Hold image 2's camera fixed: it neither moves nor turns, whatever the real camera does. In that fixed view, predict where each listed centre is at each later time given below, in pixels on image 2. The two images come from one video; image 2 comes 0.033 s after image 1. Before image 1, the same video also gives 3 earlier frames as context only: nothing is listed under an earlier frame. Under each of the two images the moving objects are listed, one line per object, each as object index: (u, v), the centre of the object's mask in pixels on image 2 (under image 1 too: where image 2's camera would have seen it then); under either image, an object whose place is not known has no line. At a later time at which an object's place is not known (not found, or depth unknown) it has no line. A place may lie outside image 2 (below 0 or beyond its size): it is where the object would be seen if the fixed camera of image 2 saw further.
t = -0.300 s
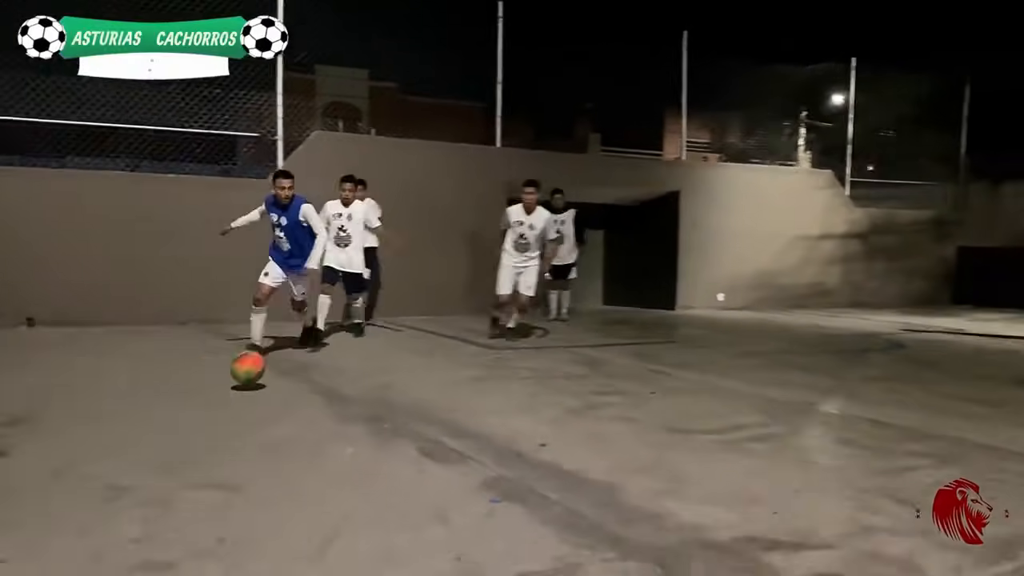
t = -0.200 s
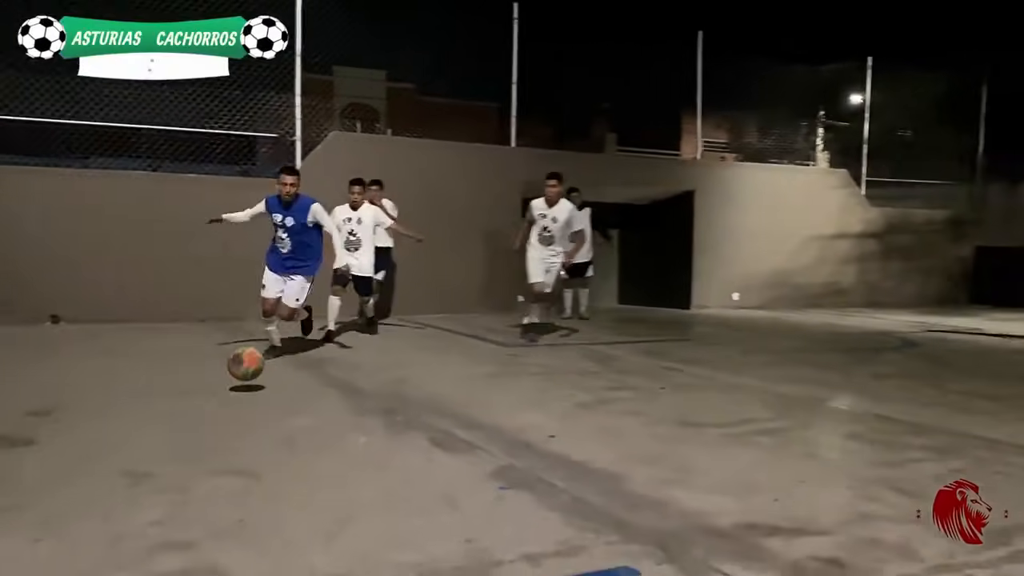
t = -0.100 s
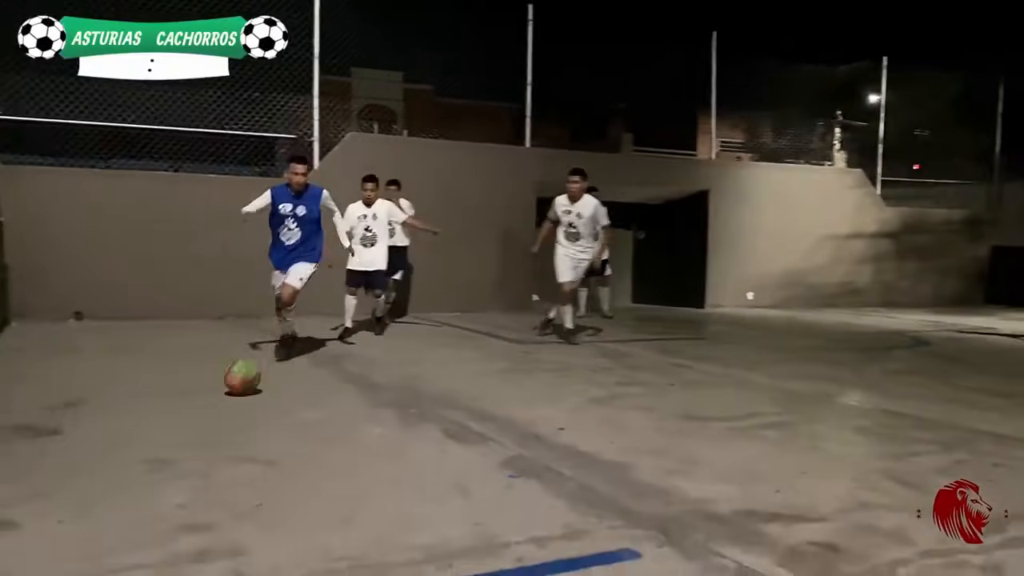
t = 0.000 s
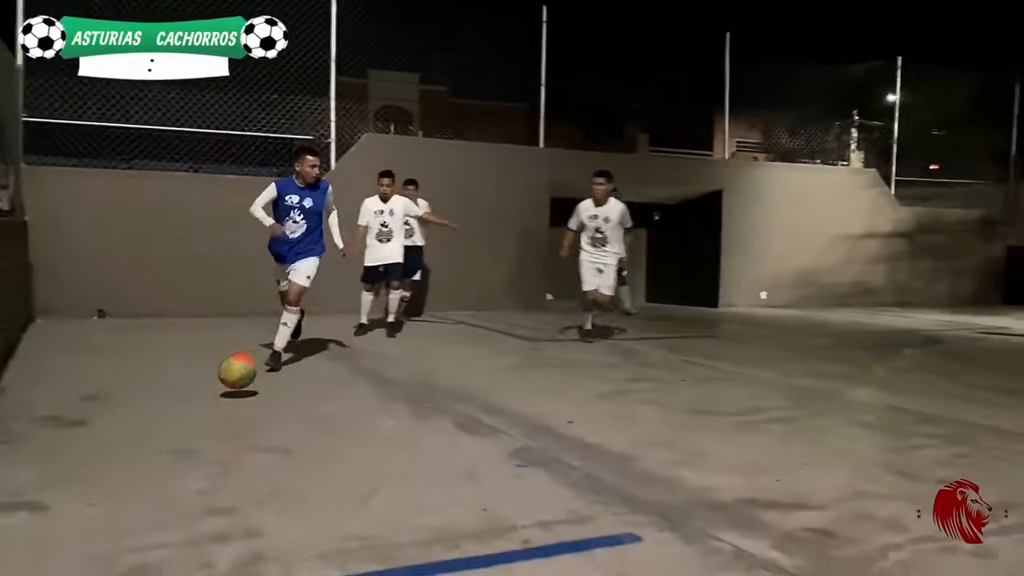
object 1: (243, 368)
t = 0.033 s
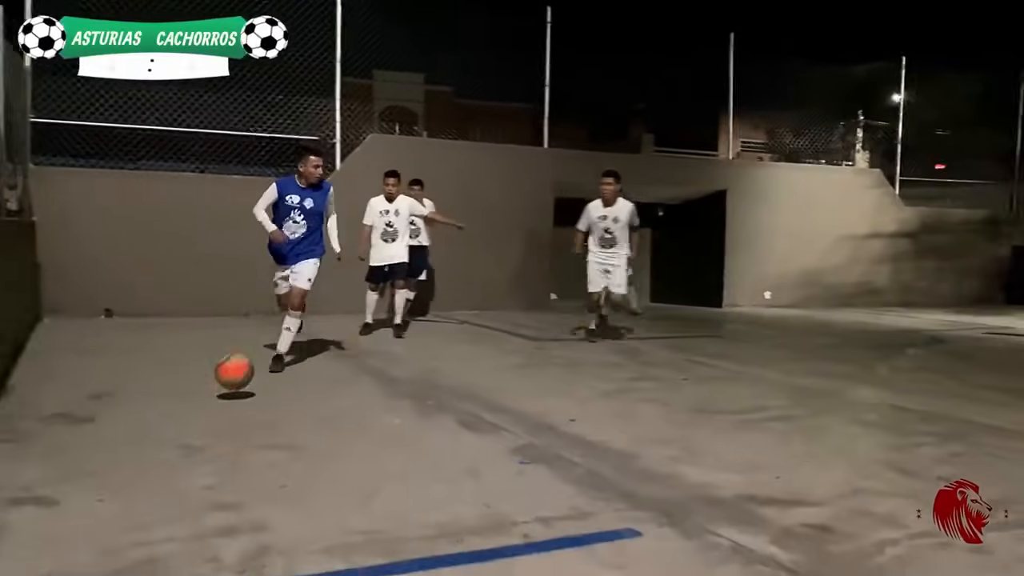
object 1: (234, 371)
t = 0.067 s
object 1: (225, 376)
